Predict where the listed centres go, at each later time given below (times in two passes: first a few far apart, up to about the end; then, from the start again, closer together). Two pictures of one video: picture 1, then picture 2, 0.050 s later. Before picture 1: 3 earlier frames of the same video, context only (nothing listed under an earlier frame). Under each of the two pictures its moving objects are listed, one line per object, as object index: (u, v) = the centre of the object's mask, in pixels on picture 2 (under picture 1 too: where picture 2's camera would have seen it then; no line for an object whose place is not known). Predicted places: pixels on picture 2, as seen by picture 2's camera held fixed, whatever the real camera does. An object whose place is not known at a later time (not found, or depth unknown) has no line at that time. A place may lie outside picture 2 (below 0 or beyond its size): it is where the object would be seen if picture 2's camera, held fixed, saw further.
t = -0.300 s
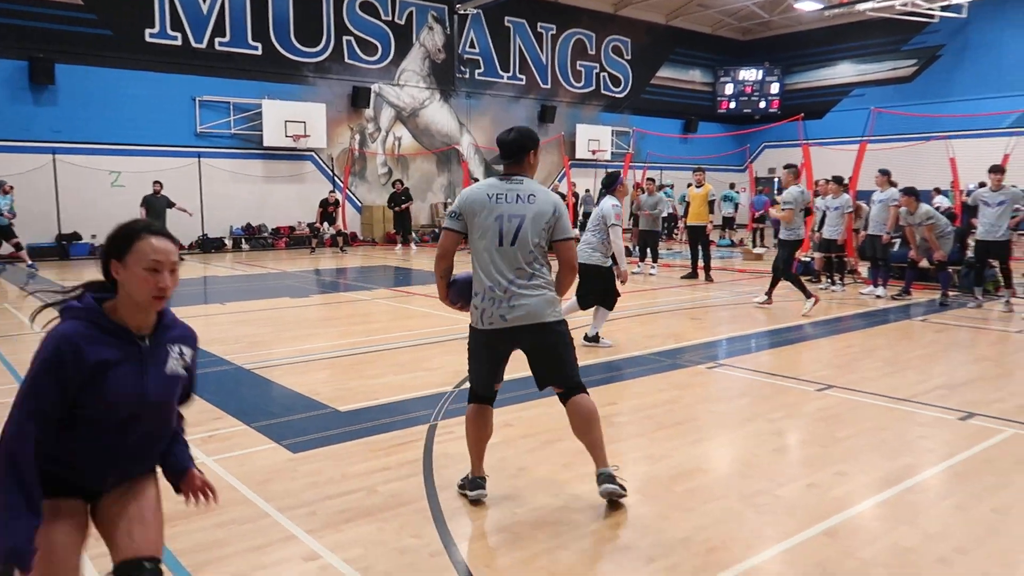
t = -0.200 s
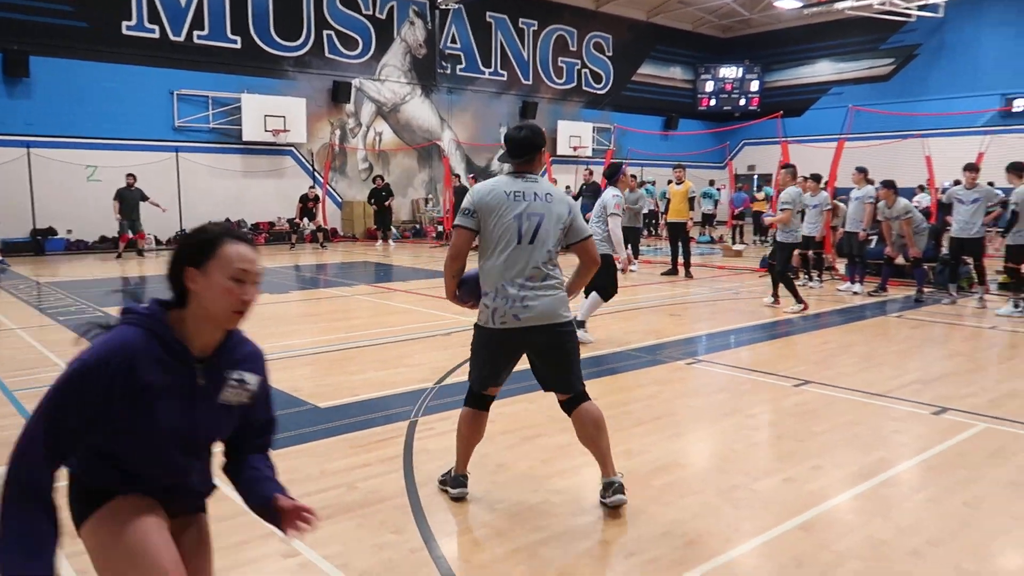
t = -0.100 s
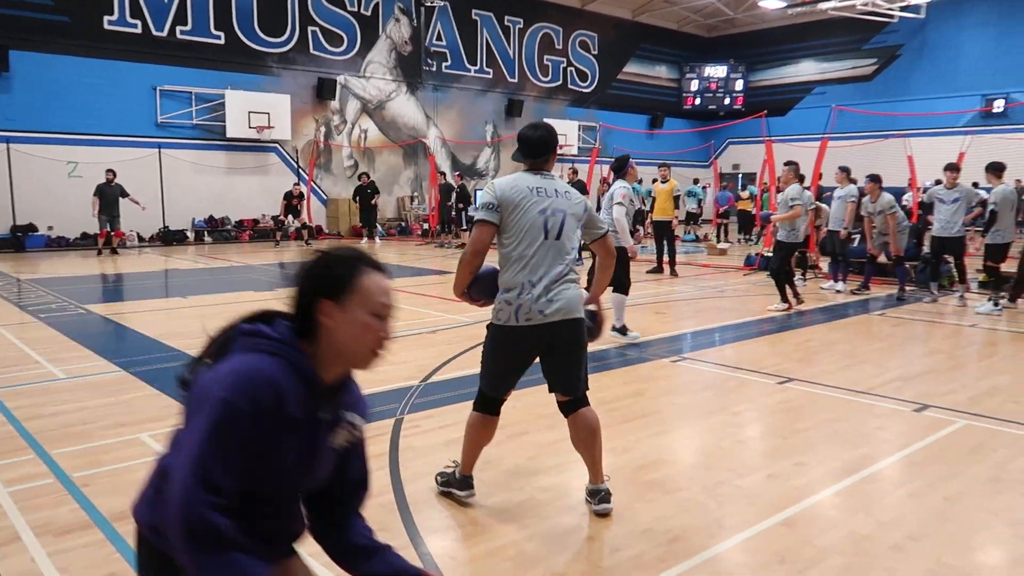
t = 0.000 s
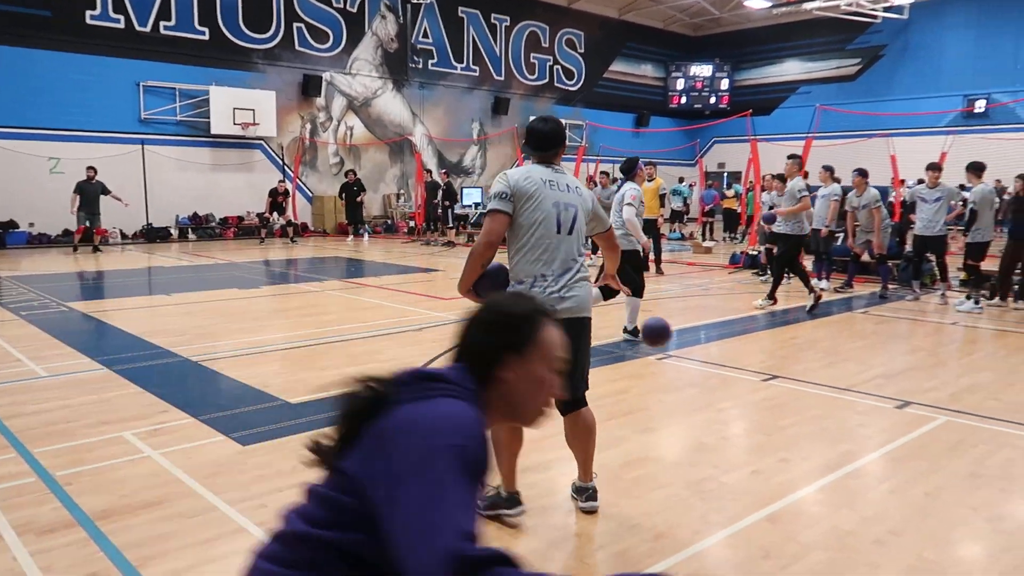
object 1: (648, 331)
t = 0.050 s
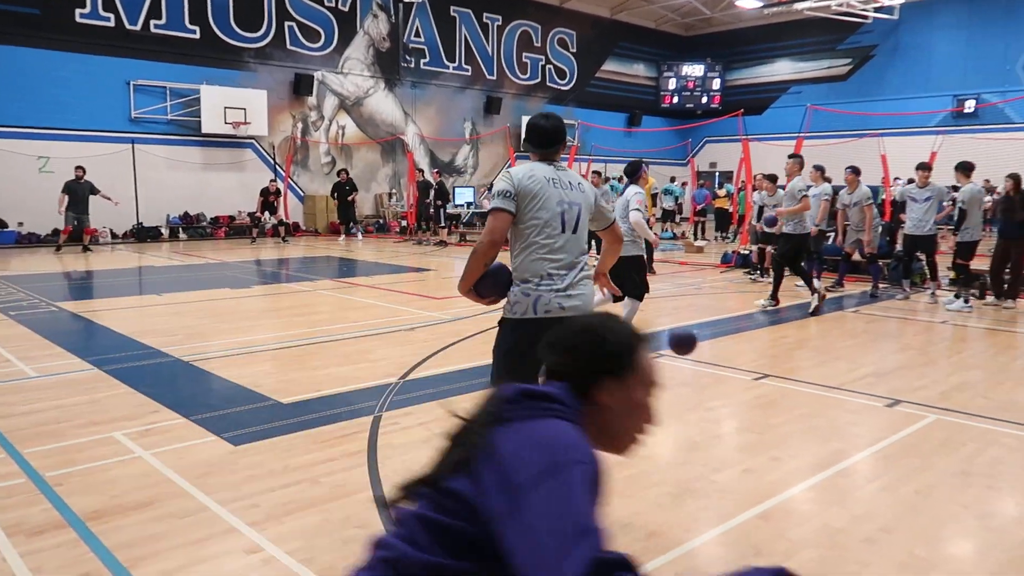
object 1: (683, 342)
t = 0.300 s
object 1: (796, 359)
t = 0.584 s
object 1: (857, 331)
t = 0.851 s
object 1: (901, 339)
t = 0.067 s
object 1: (693, 345)
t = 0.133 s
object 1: (735, 363)
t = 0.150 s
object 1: (742, 368)
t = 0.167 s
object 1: (751, 373)
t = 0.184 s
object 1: (759, 379)
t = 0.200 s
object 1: (768, 385)
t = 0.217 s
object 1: (775, 389)
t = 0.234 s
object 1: (779, 383)
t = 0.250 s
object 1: (784, 376)
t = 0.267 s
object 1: (788, 370)
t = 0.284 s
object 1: (792, 364)
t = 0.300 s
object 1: (796, 359)
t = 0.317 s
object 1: (801, 354)
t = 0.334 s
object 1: (805, 350)
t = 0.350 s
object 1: (809, 346)
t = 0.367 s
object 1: (812, 342)
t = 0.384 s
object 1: (816, 339)
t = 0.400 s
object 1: (820, 336)
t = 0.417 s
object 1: (824, 334)
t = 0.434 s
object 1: (827, 332)
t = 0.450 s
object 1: (831, 330)
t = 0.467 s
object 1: (835, 329)
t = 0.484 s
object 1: (838, 328)
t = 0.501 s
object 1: (842, 328)
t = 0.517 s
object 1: (845, 328)
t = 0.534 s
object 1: (848, 328)
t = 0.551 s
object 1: (851, 329)
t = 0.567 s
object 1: (854, 330)
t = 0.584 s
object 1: (857, 331)
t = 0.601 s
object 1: (860, 333)
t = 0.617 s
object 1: (863, 335)
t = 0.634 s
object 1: (866, 337)
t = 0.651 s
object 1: (868, 340)
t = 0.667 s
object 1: (871, 343)
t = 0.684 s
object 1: (874, 346)
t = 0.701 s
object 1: (876, 350)
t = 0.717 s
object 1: (878, 354)
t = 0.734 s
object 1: (881, 359)
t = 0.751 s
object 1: (884, 359)
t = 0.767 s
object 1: (887, 355)
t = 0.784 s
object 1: (890, 351)
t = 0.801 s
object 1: (892, 347)
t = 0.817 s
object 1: (895, 344)
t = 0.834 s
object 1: (898, 342)
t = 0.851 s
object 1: (901, 339)
